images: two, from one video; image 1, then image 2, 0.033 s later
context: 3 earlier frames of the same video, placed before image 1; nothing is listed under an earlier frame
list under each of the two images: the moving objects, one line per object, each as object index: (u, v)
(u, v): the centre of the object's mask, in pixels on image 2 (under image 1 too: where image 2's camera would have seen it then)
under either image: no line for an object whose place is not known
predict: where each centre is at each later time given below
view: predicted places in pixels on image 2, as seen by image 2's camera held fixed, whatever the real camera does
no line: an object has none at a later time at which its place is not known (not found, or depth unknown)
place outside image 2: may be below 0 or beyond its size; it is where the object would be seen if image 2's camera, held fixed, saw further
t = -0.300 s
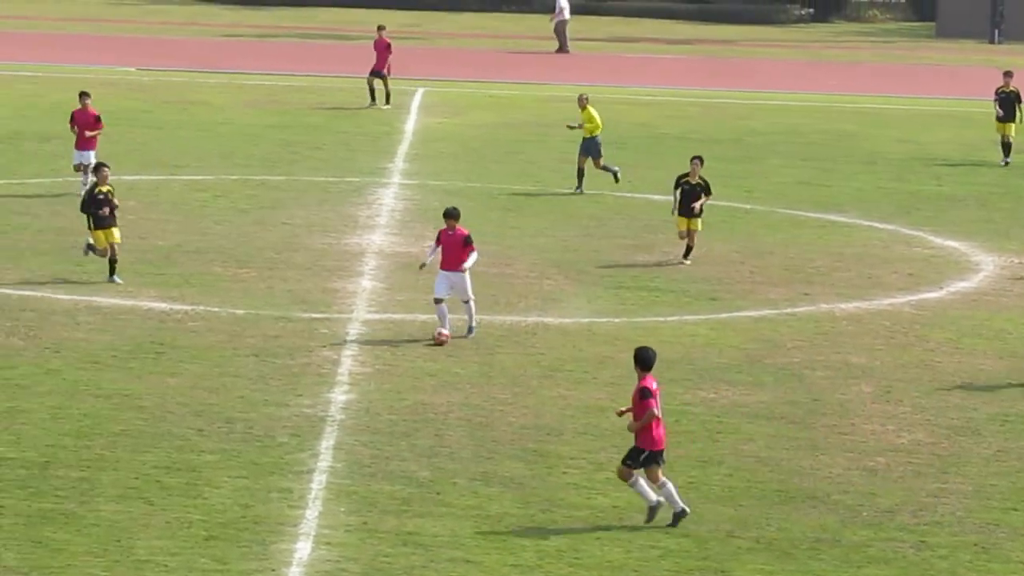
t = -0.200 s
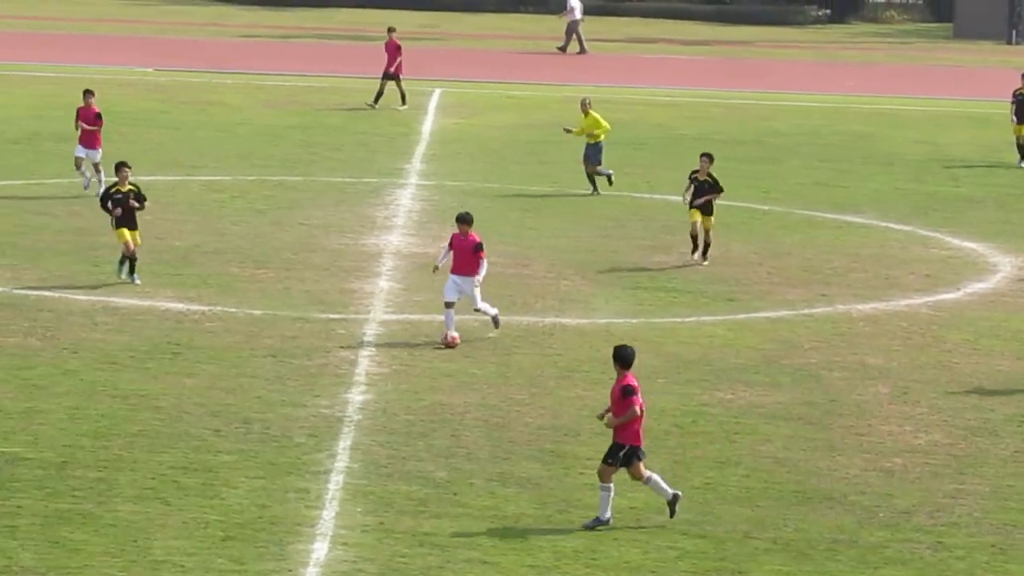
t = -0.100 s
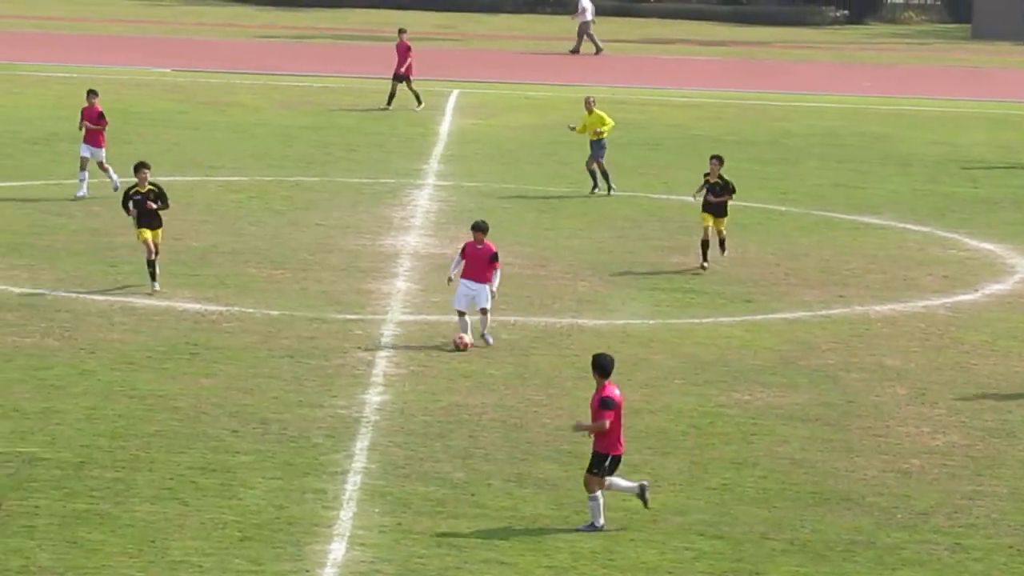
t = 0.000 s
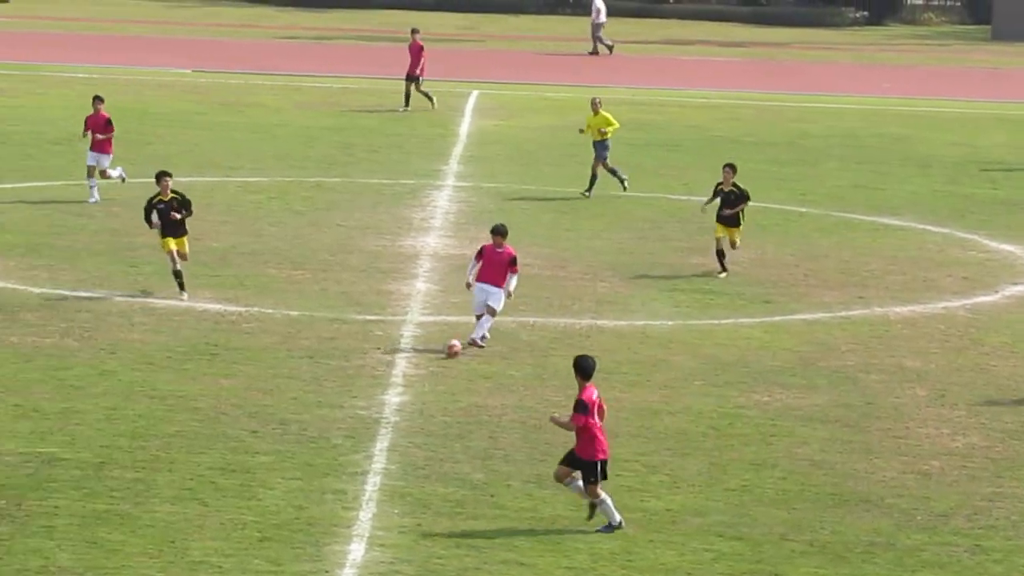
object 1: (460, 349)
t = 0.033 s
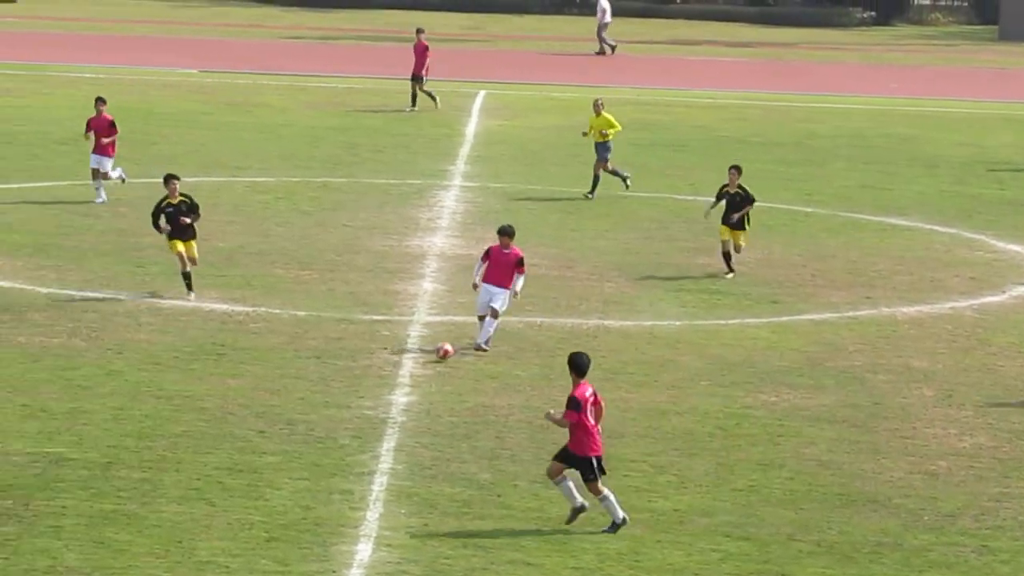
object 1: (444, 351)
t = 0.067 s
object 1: (428, 354)
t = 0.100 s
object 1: (412, 359)
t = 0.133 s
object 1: (397, 363)
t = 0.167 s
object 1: (382, 367)
